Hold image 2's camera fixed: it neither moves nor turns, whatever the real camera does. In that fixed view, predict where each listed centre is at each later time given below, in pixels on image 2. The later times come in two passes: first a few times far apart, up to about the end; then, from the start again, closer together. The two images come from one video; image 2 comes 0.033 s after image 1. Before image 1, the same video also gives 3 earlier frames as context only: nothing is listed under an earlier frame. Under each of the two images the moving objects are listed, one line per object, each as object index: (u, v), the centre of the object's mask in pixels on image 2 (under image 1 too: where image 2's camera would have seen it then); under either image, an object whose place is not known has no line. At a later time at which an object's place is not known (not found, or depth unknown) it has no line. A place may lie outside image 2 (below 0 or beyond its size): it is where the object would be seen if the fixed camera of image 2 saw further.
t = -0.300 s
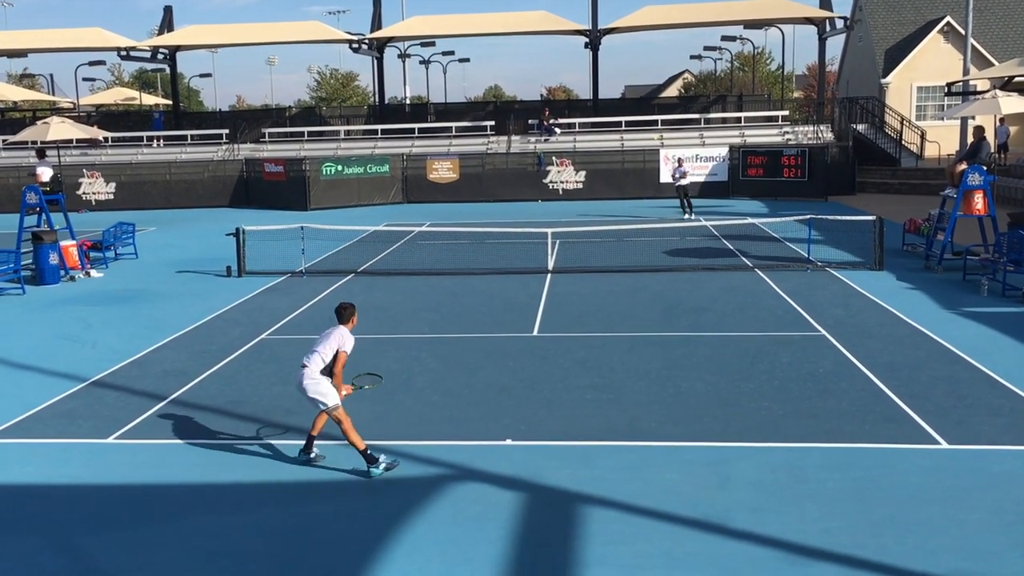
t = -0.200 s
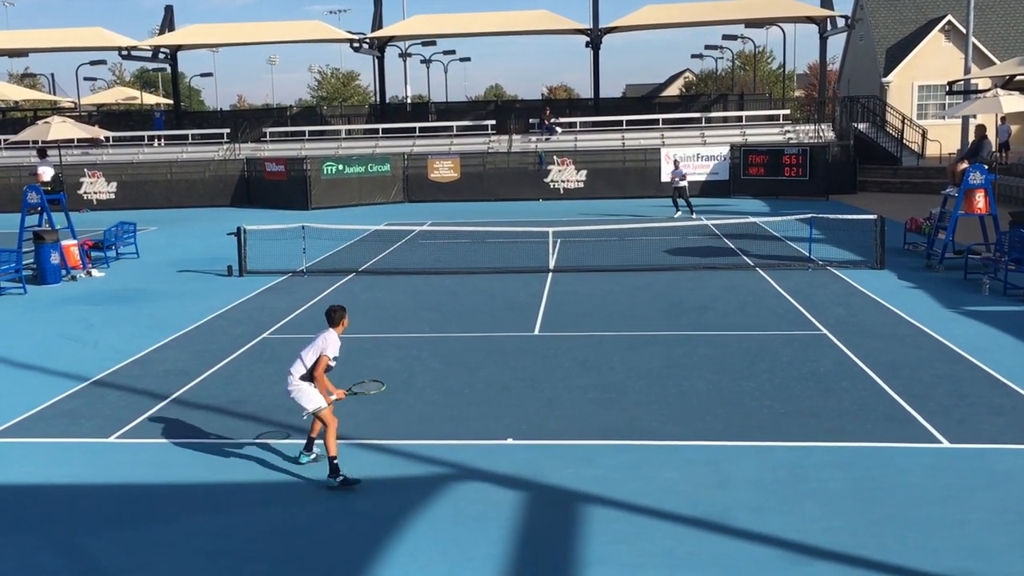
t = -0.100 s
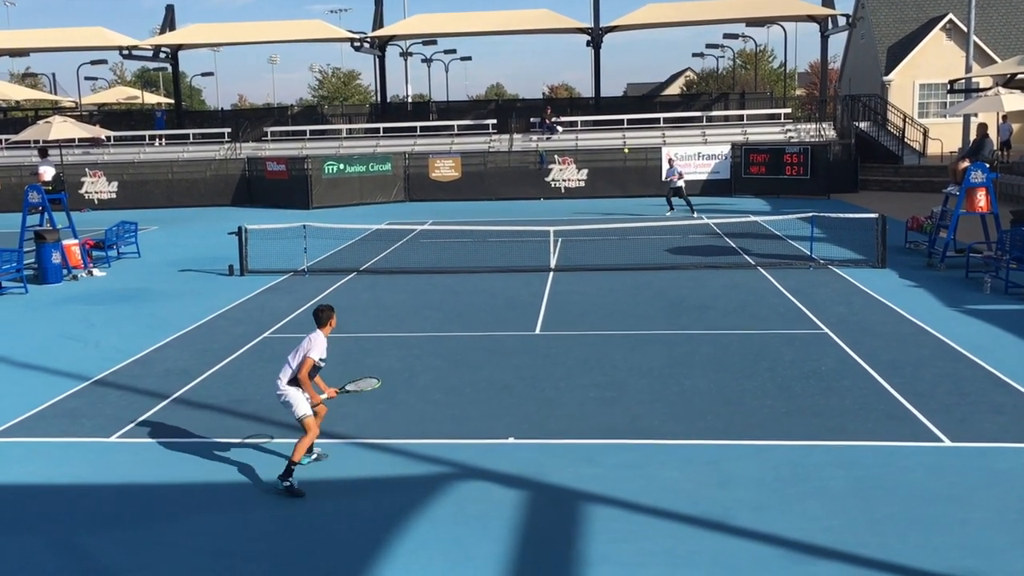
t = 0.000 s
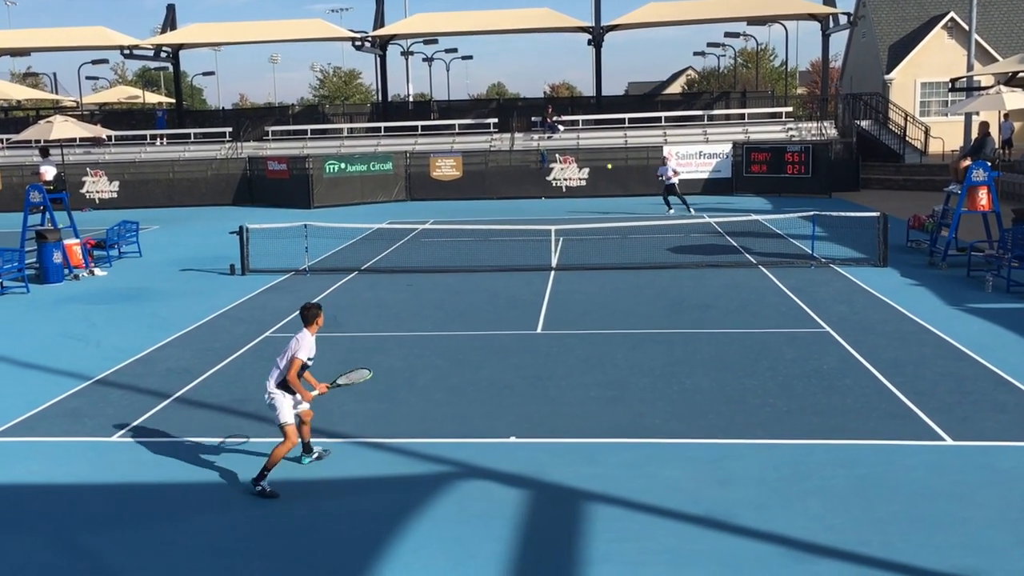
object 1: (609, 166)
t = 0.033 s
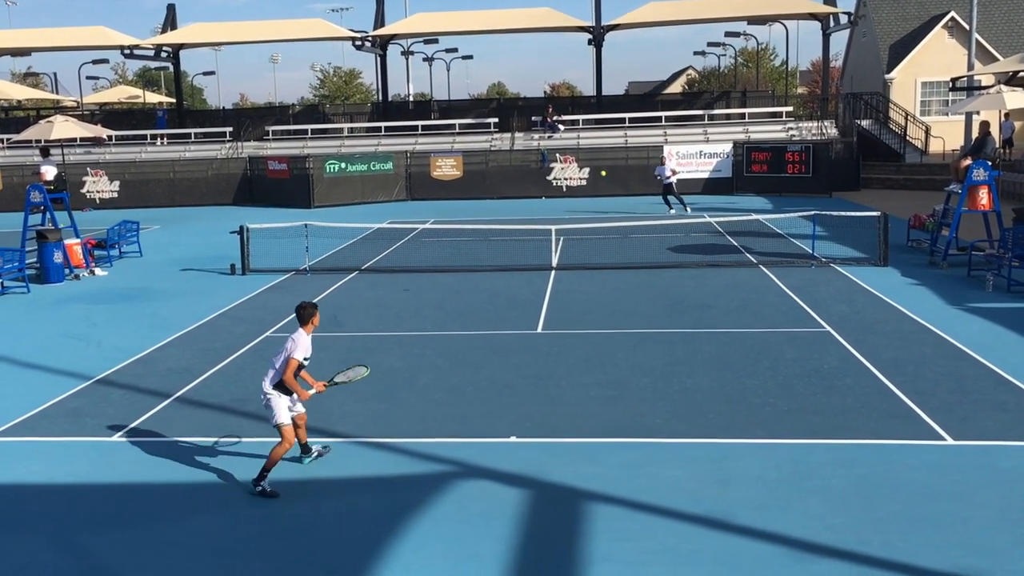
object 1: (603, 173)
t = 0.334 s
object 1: (533, 295)
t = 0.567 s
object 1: (466, 410)
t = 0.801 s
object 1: (407, 367)
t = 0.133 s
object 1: (582, 201)
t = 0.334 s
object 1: (533, 295)
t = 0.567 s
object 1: (466, 410)
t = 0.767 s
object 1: (416, 370)
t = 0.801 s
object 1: (407, 367)
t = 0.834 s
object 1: (397, 365)
